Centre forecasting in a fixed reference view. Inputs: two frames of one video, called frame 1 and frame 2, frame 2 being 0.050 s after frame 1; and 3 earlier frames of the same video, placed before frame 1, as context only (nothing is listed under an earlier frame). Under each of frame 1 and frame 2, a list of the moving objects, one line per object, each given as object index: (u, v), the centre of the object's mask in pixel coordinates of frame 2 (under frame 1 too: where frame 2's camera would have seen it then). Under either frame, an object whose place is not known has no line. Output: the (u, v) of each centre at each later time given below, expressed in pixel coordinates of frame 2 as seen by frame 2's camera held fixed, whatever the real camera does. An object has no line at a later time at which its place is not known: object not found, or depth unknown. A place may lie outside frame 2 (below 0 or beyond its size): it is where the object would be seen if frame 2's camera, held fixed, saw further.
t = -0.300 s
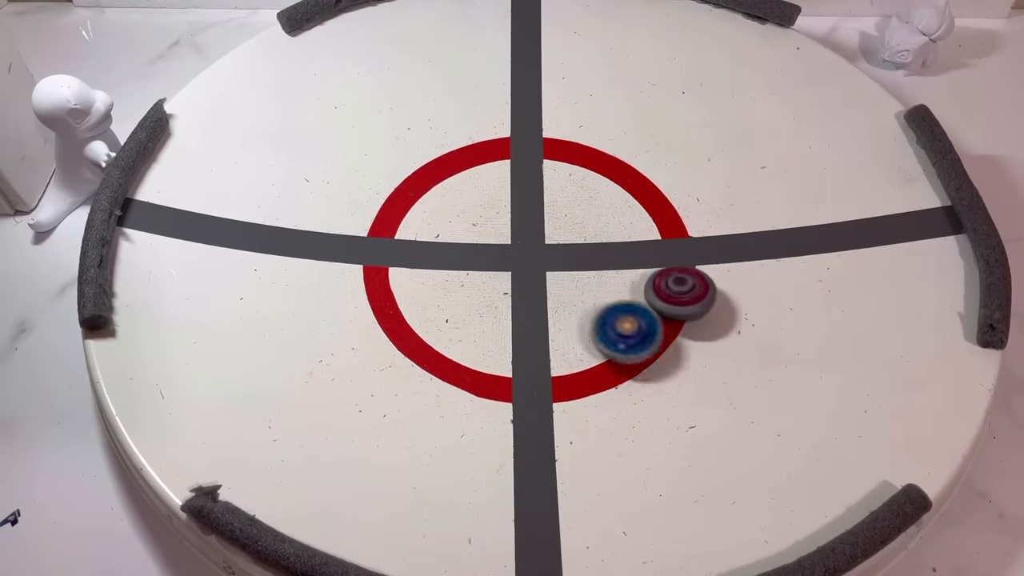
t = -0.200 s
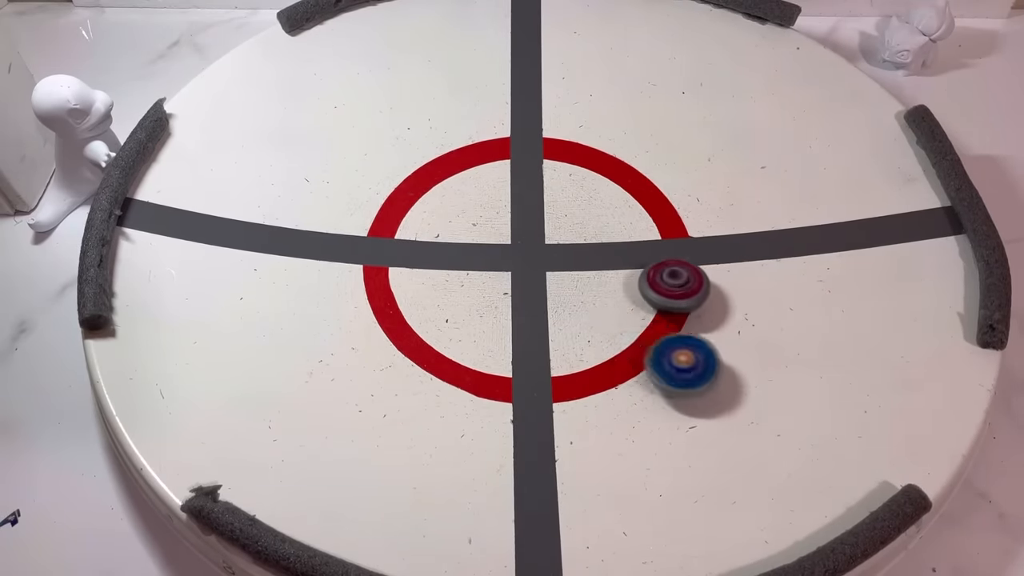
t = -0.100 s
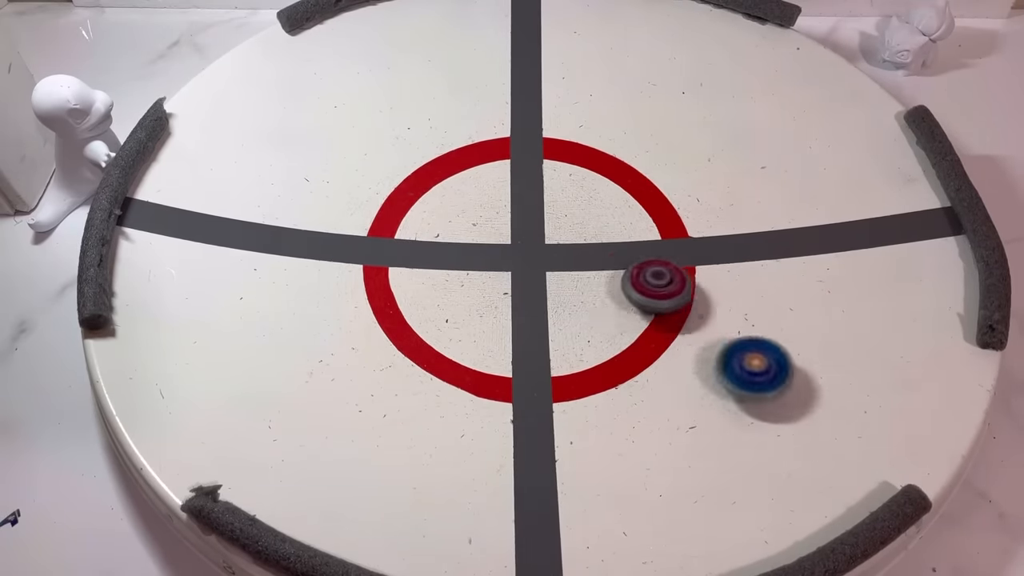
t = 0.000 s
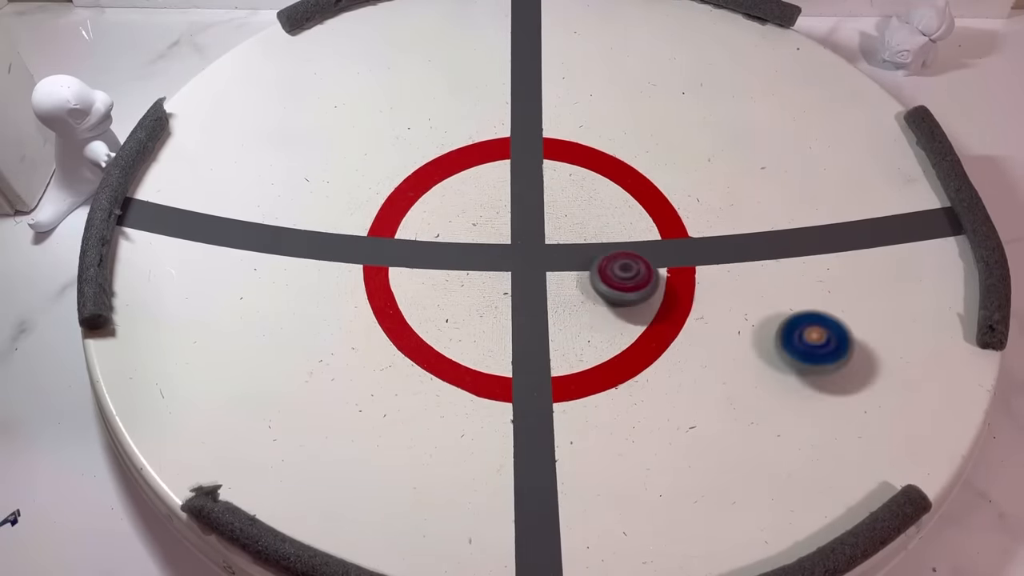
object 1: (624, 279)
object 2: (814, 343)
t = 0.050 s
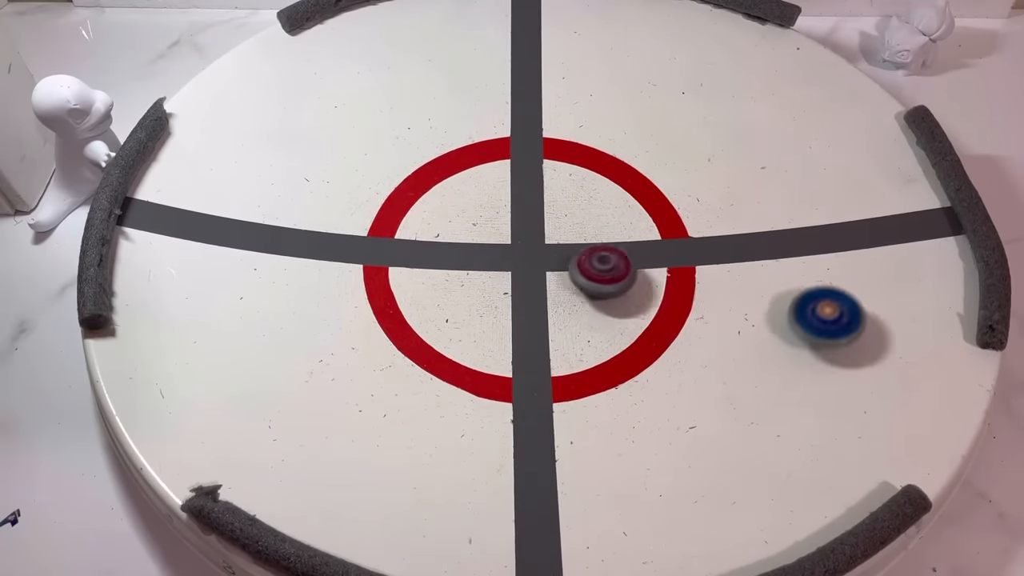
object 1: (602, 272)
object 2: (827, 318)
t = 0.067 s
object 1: (595, 269)
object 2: (827, 309)
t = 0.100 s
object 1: (580, 264)
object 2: (823, 290)
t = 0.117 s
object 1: (574, 261)
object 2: (819, 282)
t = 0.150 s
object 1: (560, 258)
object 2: (805, 265)
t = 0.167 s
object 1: (553, 255)
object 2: (797, 258)
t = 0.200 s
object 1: (540, 252)
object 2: (777, 244)
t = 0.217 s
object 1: (533, 251)
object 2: (767, 239)
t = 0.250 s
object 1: (518, 250)
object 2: (743, 230)
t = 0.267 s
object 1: (511, 248)
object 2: (730, 226)
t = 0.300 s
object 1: (499, 247)
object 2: (704, 221)
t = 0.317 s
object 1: (493, 246)
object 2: (690, 220)
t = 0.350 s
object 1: (482, 245)
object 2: (665, 219)
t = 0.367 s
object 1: (476, 245)
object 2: (652, 220)
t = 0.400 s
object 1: (467, 244)
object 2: (626, 222)
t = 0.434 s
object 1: (458, 245)
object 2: (600, 225)
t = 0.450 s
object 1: (454, 245)
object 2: (587, 226)
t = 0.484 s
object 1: (446, 244)
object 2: (561, 232)
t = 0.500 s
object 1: (442, 244)
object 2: (548, 235)
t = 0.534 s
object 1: (432, 243)
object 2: (527, 243)
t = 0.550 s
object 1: (428, 244)
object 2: (516, 247)
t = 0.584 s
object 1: (421, 246)
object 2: (494, 256)
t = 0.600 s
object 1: (417, 246)
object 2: (483, 263)
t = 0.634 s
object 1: (405, 243)
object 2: (472, 277)
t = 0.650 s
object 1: (398, 242)
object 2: (467, 284)
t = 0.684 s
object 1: (389, 243)
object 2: (458, 299)
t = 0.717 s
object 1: (381, 243)
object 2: (452, 318)
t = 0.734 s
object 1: (377, 244)
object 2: (450, 326)
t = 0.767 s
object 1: (371, 246)
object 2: (451, 345)
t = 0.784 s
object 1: (369, 247)
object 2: (454, 352)
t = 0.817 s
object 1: (369, 250)
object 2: (462, 366)
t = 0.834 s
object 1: (370, 250)
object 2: (467, 372)
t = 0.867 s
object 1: (372, 251)
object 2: (484, 384)
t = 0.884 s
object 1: (373, 251)
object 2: (493, 391)
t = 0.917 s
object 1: (378, 250)
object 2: (514, 400)
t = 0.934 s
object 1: (380, 249)
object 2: (524, 402)
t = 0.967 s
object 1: (384, 249)
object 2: (545, 400)
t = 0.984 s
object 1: (386, 248)
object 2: (552, 395)
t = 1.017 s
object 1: (391, 248)
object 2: (563, 385)
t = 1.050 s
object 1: (396, 248)
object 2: (578, 376)
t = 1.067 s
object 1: (398, 248)
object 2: (586, 370)
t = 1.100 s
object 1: (403, 248)
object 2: (597, 357)
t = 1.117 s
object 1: (405, 248)
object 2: (600, 349)
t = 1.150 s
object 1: (409, 248)
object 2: (601, 335)
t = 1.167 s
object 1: (412, 248)
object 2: (601, 327)
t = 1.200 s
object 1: (417, 248)
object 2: (599, 312)
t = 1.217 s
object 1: (419, 248)
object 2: (597, 304)
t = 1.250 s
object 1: (424, 248)
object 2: (592, 290)
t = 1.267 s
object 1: (426, 248)
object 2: (588, 283)
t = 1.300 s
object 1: (431, 248)
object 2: (579, 268)
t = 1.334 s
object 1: (436, 246)
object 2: (568, 252)
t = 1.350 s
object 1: (438, 245)
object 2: (562, 247)
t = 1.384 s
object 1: (444, 244)
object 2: (546, 237)
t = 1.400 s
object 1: (447, 243)
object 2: (537, 232)
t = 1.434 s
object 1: (452, 241)
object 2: (517, 223)
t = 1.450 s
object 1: (449, 242)
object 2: (514, 217)
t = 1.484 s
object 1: (441, 244)
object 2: (511, 206)
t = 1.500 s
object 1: (440, 244)
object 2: (507, 201)
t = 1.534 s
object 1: (439, 245)
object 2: (497, 193)
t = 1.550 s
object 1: (440, 246)
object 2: (491, 189)
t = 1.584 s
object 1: (443, 246)
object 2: (478, 182)
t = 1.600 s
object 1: (445, 246)
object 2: (471, 179)
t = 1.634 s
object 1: (449, 246)
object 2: (458, 176)
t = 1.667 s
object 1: (454, 247)
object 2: (445, 176)
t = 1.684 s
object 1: (456, 247)
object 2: (438, 178)
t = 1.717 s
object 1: (461, 247)
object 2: (427, 182)
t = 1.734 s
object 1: (464, 247)
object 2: (422, 185)
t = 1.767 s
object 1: (470, 247)
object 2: (413, 191)
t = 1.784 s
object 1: (472, 246)
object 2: (410, 196)
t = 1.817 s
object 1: (478, 246)
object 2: (404, 203)
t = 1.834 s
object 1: (481, 246)
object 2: (402, 208)
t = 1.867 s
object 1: (487, 246)
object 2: (402, 218)
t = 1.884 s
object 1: (490, 246)
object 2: (403, 224)
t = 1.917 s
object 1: (494, 247)
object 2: (408, 236)
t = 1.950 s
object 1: (499, 247)
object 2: (418, 245)
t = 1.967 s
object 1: (502, 247)
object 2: (425, 251)
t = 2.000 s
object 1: (507, 248)
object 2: (441, 258)
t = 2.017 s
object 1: (520, 246)
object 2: (440, 263)
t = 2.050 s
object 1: (543, 243)
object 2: (438, 270)
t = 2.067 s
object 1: (553, 242)
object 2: (440, 275)
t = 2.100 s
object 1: (570, 241)
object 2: (446, 283)
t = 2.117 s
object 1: (578, 240)
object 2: (450, 286)
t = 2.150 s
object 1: (590, 238)
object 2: (459, 290)
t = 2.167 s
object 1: (594, 238)
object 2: (465, 294)
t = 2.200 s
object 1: (601, 237)
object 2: (478, 296)
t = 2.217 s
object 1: (604, 236)
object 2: (485, 296)
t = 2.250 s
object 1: (609, 236)
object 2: (500, 294)
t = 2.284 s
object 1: (614, 235)
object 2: (516, 290)
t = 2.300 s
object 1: (616, 234)
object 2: (523, 286)
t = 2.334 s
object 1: (620, 233)
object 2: (534, 279)
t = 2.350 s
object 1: (622, 233)
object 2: (539, 276)
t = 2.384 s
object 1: (625, 232)
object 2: (549, 268)
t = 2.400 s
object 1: (627, 232)
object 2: (553, 263)
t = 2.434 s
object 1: (630, 231)
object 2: (559, 254)
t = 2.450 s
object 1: (632, 232)
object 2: (561, 250)
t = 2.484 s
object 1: (635, 232)
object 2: (564, 240)
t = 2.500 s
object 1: (637, 232)
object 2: (566, 234)
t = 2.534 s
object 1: (639, 232)
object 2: (565, 221)
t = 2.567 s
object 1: (642, 232)
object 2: (562, 209)
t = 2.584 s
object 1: (644, 232)
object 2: (559, 203)
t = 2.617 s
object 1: (646, 233)
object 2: (552, 193)
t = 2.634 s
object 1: (648, 233)
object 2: (548, 189)
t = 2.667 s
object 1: (650, 234)
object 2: (540, 181)
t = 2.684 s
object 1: (651, 235)
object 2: (534, 178)
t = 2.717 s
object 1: (651, 236)
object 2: (522, 174)
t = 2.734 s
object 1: (652, 237)
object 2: (515, 173)
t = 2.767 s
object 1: (653, 238)
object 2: (502, 174)
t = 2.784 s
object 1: (652, 239)
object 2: (497, 176)
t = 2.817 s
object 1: (652, 241)
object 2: (485, 179)
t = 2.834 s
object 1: (652, 241)
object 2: (480, 182)
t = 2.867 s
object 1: (651, 244)
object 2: (471, 189)
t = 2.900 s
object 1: (650, 245)
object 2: (462, 195)
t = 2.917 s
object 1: (650, 247)
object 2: (459, 200)
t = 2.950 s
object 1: (648, 249)
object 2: (455, 210)
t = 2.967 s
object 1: (647, 249)
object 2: (454, 215)
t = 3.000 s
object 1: (645, 251)
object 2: (455, 227)
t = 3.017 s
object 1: (645, 252)
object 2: (457, 232)
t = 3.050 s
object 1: (644, 253)
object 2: (462, 242)
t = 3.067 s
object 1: (644, 253)
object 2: (466, 248)
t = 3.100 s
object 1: (641, 255)
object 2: (477, 257)
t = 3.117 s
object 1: (640, 256)
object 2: (484, 260)
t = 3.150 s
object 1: (636, 258)
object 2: (499, 266)
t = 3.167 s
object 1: (635, 258)
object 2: (506, 268)
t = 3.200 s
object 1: (632, 260)
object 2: (522, 271)
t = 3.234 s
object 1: (628, 261)
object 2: (539, 271)
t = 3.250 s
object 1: (626, 261)
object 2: (547, 271)
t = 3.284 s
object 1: (646, 262)
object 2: (541, 269)
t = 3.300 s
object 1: (669, 262)
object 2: (528, 267)
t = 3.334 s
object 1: (705, 260)
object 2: (506, 266)
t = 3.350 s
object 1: (723, 259)
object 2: (497, 266)
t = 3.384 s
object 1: (752, 257)
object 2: (482, 267)
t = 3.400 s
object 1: (764, 256)
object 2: (476, 269)
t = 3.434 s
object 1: (784, 253)
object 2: (465, 271)
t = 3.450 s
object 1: (792, 252)
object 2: (460, 273)
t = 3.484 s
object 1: (801, 250)
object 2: (451, 277)
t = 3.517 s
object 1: (804, 248)
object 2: (443, 282)
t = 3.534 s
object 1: (805, 247)
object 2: (441, 286)
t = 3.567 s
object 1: (801, 245)
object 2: (437, 292)
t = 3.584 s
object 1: (799, 244)
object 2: (437, 295)
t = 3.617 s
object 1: (794, 243)
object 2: (438, 300)
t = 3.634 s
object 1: (791, 243)
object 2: (439, 302)
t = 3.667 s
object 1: (786, 241)
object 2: (442, 306)
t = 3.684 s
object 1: (784, 240)
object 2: (444, 308)
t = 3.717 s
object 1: (779, 239)
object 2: (451, 309)
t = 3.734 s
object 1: (776, 238)
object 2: (455, 309)
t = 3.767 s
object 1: (771, 237)
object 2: (464, 307)
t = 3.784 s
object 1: (768, 237)
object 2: (468, 305)
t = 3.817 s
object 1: (762, 235)
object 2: (478, 301)
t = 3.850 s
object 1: (756, 234)
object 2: (486, 295)
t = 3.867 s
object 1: (753, 234)
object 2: (490, 292)
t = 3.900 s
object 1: (745, 233)
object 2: (498, 285)
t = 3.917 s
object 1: (742, 233)
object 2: (501, 281)
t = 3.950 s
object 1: (735, 233)
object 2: (506, 271)
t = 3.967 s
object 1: (731, 232)
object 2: (508, 266)
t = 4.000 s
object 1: (724, 232)
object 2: (511, 256)
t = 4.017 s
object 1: (719, 231)
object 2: (512, 251)
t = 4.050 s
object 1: (711, 231)
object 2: (512, 241)
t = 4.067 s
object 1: (708, 231)
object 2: (511, 236)
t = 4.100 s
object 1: (700, 231)
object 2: (508, 227)
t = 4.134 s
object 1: (693, 232)
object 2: (503, 218)
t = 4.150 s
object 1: (689, 232)
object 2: (500, 215)
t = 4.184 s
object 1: (680, 232)
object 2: (495, 207)
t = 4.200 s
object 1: (676, 232)
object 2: (491, 204)
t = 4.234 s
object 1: (669, 232)
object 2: (484, 198)
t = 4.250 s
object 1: (665, 231)
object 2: (481, 196)
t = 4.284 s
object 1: (658, 231)
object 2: (474, 192)
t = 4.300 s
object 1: (654, 231)
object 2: (469, 191)
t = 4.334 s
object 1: (647, 230)
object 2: (462, 190)
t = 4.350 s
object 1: (643, 230)
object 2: (460, 191)
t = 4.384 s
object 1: (637, 229)
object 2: (454, 193)
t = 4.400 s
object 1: (634, 229)
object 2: (452, 195)
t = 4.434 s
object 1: (627, 228)
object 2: (449, 198)
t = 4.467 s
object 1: (621, 226)
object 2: (447, 203)
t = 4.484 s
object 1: (617, 226)
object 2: (446, 206)
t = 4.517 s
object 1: (611, 226)
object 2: (447, 212)
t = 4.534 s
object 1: (608, 226)
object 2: (449, 215)
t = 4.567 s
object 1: (600, 226)
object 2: (454, 221)
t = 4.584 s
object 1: (596, 226)
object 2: (457, 223)
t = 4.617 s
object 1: (588, 226)
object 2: (465, 228)
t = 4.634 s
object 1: (585, 226)
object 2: (469, 229)
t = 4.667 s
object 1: (578, 224)
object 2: (478, 232)
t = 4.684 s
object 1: (575, 224)
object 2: (483, 234)
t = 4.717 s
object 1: (569, 222)
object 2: (495, 236)
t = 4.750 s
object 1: (572, 218)
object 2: (500, 237)
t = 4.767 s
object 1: (581, 216)
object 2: (496, 239)
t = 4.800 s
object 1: (595, 212)
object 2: (493, 243)
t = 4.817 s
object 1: (600, 209)
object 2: (493, 245)
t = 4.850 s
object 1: (609, 205)
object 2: (493, 248)
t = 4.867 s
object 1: (612, 203)
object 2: (493, 250)
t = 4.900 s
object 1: (615, 200)
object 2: (494, 252)
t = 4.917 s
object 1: (615, 199)
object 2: (495, 253)
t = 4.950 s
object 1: (616, 196)
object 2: (496, 256)
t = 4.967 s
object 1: (617, 195)
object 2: (498, 257)
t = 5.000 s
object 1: (616, 193)
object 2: (502, 258)
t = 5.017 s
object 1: (615, 191)
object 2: (503, 259)
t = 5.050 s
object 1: (613, 189)
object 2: (504, 259)
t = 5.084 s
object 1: (612, 186)
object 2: (507, 259)
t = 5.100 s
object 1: (611, 185)
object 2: (509, 259)
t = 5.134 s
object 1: (610, 183)
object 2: (513, 259)
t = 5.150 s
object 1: (609, 182)
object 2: (514, 260)
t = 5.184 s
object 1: (608, 180)
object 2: (519, 260)
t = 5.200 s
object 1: (607, 179)
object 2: (522, 260)
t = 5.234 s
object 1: (606, 178)
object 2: (528, 258)
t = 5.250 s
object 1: (606, 178)
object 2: (531, 256)
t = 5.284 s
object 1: (605, 177)
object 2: (538, 254)
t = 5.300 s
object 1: (604, 177)
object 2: (541, 252)
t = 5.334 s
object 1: (603, 177)
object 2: (546, 248)
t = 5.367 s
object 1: (603, 176)
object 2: (550, 244)
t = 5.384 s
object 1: (602, 176)
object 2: (552, 241)
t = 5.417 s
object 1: (601, 177)
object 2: (555, 236)
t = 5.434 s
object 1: (601, 177)
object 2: (555, 233)
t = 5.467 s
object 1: (600, 178)
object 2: (554, 228)
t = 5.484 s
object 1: (600, 179)
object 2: (553, 225)
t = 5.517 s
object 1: (600, 179)
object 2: (551, 220)
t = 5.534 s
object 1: (600, 180)
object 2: (549, 218)
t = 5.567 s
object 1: (599, 181)
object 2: (545, 214)
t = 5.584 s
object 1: (599, 182)
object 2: (543, 213)
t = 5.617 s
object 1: (601, 182)
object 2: (537, 212)
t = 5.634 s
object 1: (603, 182)
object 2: (532, 212)
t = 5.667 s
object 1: (608, 181)
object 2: (522, 215)
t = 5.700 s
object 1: (611, 182)
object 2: (514, 219)
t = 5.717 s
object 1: (612, 183)
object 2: (510, 222)
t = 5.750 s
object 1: (613, 185)
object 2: (504, 228)
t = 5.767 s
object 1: (613, 185)
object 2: (501, 231)
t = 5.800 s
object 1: (613, 188)
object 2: (496, 238)
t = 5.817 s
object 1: (612, 189)
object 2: (494, 242)
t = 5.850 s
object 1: (612, 191)
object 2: (492, 248)
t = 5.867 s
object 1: (612, 192)
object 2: (492, 252)
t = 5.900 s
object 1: (612, 194)
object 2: (493, 259)
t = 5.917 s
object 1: (612, 196)
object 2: (495, 263)
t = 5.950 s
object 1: (612, 198)
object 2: (498, 269)
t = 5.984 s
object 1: (612, 201)
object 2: (503, 275)
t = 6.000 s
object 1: (612, 202)
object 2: (506, 278)
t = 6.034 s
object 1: (611, 205)
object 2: (513, 282)
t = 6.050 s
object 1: (611, 206)
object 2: (517, 284)
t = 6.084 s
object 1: (610, 209)
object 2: (526, 286)
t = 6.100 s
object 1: (610, 210)
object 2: (530, 286)
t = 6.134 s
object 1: (610, 213)
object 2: (540, 287)
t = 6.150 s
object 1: (610, 214)
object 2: (544, 286)
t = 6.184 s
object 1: (609, 217)
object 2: (553, 283)
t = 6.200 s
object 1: (608, 219)
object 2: (558, 281)
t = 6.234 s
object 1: (608, 221)
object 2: (565, 276)
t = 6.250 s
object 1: (608, 223)
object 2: (568, 274)
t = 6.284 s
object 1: (610, 221)
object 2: (571, 272)
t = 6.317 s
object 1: (616, 216)
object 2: (569, 275)
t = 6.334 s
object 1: (617, 215)
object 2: (567, 276)
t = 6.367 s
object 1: (619, 214)
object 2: (565, 276)
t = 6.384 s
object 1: (619, 214)
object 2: (565, 277)
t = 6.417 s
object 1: (618, 215)
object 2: (563, 276)
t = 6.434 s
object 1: (617, 216)
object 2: (562, 276)
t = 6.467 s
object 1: (615, 216)
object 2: (560, 276)
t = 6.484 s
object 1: (614, 217)
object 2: (559, 276)
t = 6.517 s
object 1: (612, 219)
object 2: (559, 276)
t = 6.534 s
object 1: (610, 220)
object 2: (559, 276)
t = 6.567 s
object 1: (607, 221)
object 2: (557, 276)
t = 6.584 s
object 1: (606, 222)
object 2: (556, 275)
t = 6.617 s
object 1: (603, 223)
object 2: (553, 275)
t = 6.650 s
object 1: (600, 224)
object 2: (549, 275)
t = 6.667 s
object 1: (599, 225)
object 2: (547, 275)
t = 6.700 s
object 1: (596, 226)
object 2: (544, 274)
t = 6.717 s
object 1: (594, 227)
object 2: (542, 274)
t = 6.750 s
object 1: (590, 229)
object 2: (537, 273)
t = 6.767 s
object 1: (589, 230)
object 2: (534, 274)
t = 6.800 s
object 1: (585, 231)
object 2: (529, 274)
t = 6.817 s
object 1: (584, 232)
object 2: (527, 275)
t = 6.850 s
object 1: (580, 233)
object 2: (524, 275)
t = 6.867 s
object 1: (578, 234)
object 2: (523, 275)
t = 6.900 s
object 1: (574, 235)
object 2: (520, 274)
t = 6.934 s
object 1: (570, 237)
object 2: (518, 274)
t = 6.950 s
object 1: (569, 238)
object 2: (516, 274)
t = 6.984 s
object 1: (572, 235)
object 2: (509, 278)
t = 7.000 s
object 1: (573, 234)
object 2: (506, 280)
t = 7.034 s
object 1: (573, 233)
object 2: (501, 283)
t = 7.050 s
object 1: (573, 234)
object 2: (499, 284)
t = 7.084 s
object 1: (571, 234)
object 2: (494, 288)
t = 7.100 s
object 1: (570, 233)
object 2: (492, 290)
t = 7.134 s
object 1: (568, 234)
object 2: (488, 293)
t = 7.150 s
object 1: (567, 234)
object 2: (486, 294)
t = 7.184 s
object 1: (564, 234)
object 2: (484, 297)
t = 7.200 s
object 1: (563, 234)
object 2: (484, 299)
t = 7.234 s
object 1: (561, 234)
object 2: (484, 300)
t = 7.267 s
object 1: (558, 234)
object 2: (484, 302)
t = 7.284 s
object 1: (557, 234)
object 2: (485, 302)
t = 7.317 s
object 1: (554, 234)
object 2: (487, 303)
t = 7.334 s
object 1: (553, 234)
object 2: (488, 303)
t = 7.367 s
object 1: (550, 234)
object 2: (489, 301)
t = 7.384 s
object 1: (548, 234)
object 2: (491, 301)
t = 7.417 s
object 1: (545, 234)
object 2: (493, 298)
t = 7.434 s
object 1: (544, 234)
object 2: (495, 297)
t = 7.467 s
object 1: (542, 234)
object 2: (497, 295)
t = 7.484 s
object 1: (540, 234)
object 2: (499, 293)
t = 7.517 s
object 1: (538, 234)
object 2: (501, 290)
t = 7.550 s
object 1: (535, 234)
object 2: (504, 285)
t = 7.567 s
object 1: (535, 233)
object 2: (506, 283)
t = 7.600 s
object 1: (536, 227)
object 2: (504, 284)
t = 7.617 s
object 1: (538, 224)
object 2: (503, 285)
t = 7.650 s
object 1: (539, 220)
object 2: (501, 286)
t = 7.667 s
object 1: (539, 219)
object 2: (500, 285)
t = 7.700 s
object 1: (540, 216)
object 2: (499, 285)
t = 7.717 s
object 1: (540, 215)
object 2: (499, 286)
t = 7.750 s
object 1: (540, 214)
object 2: (499, 286)
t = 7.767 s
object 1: (540, 214)
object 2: (498, 286)
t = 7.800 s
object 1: (539, 213)
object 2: (499, 286)
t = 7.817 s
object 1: (539, 212)
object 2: (499, 285)
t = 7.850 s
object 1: (539, 210)
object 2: (500, 285)
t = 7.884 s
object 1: (539, 210)
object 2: (502, 283)
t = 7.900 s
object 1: (538, 209)
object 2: (502, 283)
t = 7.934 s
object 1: (539, 208)
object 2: (503, 280)
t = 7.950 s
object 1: (539, 208)
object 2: (504, 279)
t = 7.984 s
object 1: (539, 207)
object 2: (507, 275)
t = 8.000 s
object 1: (539, 207)
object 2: (508, 274)
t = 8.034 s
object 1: (539, 207)
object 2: (510, 269)
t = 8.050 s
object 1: (539, 206)
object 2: (511, 267)
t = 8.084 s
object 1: (539, 206)
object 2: (513, 263)
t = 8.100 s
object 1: (540, 207)
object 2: (514, 263)
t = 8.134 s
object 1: (540, 207)
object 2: (516, 260)
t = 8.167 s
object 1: (552, 192)
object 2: (504, 273)
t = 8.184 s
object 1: (563, 178)
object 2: (492, 284)
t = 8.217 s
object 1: (583, 154)
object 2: (474, 303)
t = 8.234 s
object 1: (591, 144)
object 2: (468, 311)
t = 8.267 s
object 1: (606, 127)
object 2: (461, 326)
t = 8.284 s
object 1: (612, 121)
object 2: (458, 332)
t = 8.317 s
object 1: (622, 110)
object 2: (454, 342)
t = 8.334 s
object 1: (626, 105)
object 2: (452, 348)
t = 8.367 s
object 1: (632, 99)
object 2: (448, 357)
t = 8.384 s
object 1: (634, 97)
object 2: (447, 361)
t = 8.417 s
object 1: (636, 94)
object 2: (446, 370)
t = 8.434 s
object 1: (637, 93)
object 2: (445, 374)
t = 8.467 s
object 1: (638, 92)
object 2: (444, 382)
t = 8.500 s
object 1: (639, 92)
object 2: (444, 391)
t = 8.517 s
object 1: (640, 92)
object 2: (444, 395)
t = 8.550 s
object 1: (640, 92)
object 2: (448, 402)
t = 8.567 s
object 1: (641, 93)
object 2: (450, 403)
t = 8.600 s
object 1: (642, 94)
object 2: (456, 407)
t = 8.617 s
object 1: (642, 95)
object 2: (460, 408)
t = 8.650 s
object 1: (643, 96)
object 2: (469, 410)
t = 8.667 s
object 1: (644, 97)
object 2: (473, 410)
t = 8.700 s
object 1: (645, 100)
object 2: (482, 406)
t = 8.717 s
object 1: (645, 101)
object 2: (486, 403)
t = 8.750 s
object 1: (647, 105)
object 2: (492, 397)
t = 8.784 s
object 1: (648, 108)
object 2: (499, 388)
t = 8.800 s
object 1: (648, 110)
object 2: (501, 383)
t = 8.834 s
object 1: (649, 115)
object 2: (506, 374)
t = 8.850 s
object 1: (649, 117)
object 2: (509, 369)
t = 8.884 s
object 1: (650, 122)
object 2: (512, 359)
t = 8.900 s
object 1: (650, 124)
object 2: (514, 354)
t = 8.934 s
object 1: (650, 129)
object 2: (519, 345)
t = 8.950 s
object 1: (650, 132)
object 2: (520, 340)
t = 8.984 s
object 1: (649, 138)
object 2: (523, 328)
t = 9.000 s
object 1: (649, 141)
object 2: (525, 323)
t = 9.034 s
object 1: (647, 147)
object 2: (528, 312)
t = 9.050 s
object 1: (647, 151)
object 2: (530, 306)
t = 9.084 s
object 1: (645, 157)
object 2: (533, 295)
